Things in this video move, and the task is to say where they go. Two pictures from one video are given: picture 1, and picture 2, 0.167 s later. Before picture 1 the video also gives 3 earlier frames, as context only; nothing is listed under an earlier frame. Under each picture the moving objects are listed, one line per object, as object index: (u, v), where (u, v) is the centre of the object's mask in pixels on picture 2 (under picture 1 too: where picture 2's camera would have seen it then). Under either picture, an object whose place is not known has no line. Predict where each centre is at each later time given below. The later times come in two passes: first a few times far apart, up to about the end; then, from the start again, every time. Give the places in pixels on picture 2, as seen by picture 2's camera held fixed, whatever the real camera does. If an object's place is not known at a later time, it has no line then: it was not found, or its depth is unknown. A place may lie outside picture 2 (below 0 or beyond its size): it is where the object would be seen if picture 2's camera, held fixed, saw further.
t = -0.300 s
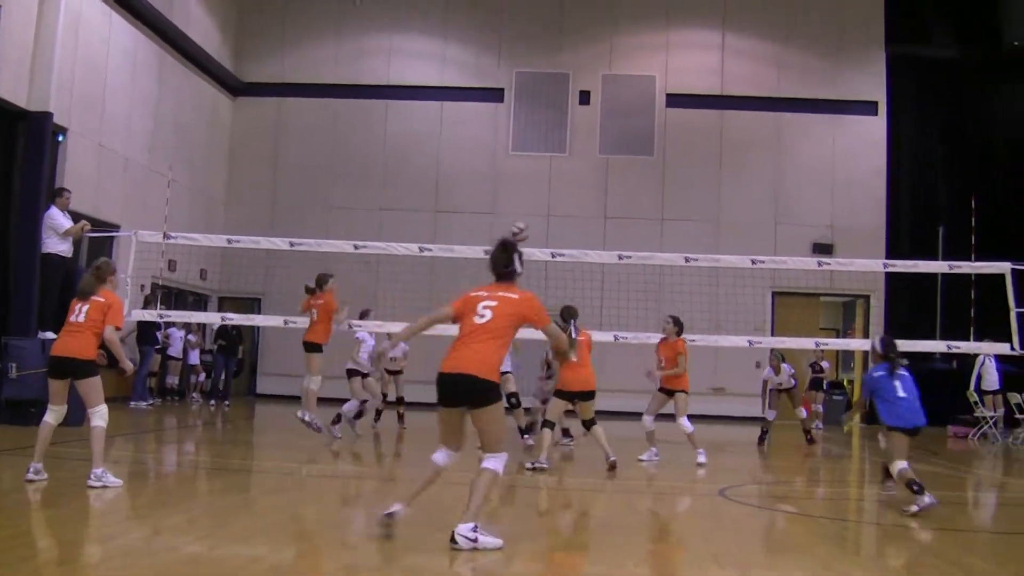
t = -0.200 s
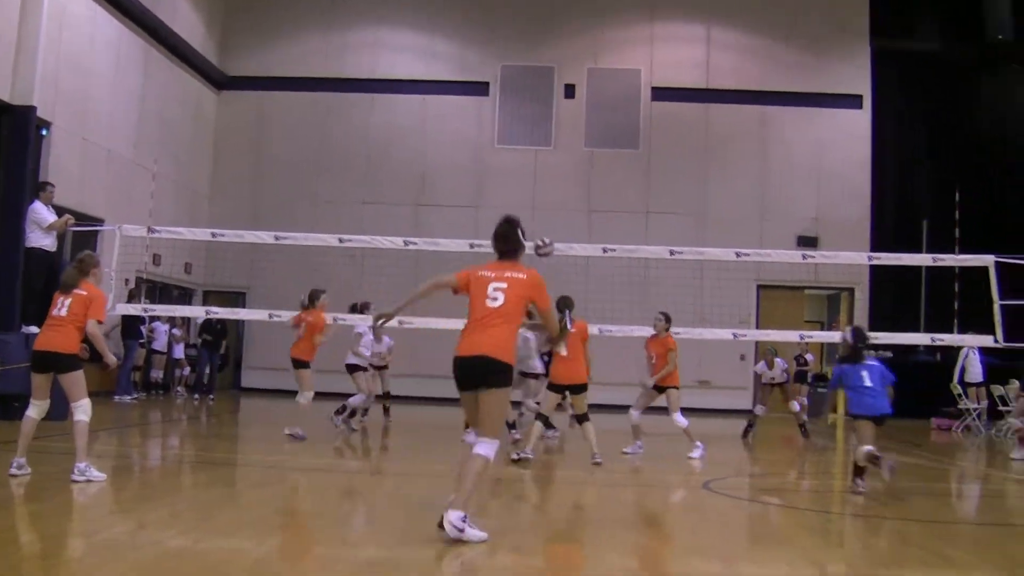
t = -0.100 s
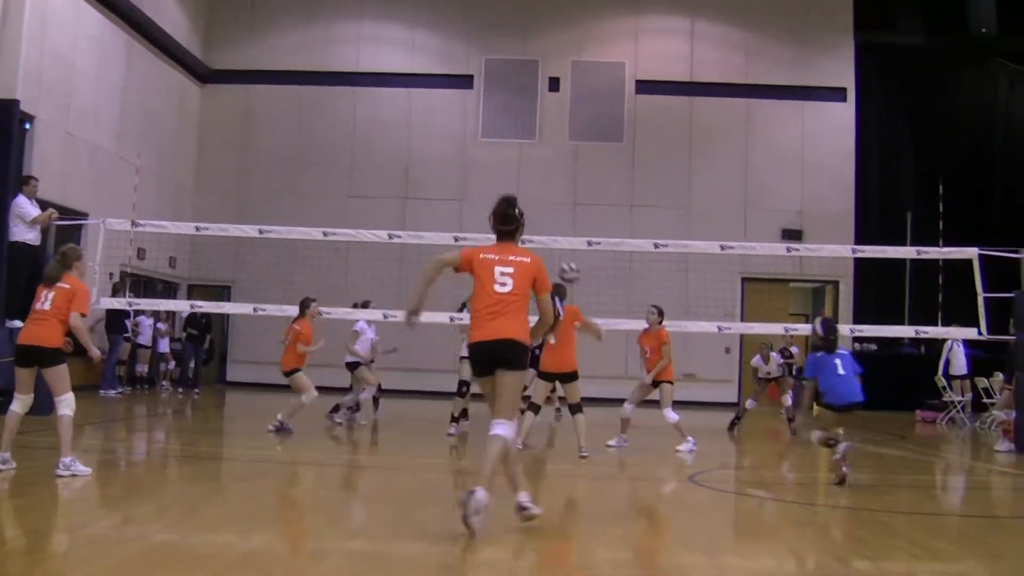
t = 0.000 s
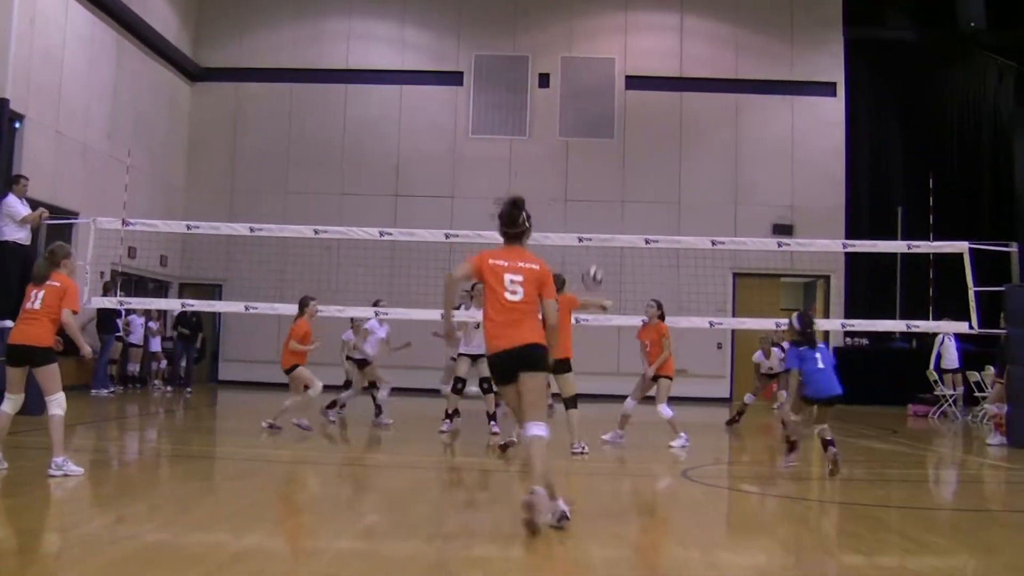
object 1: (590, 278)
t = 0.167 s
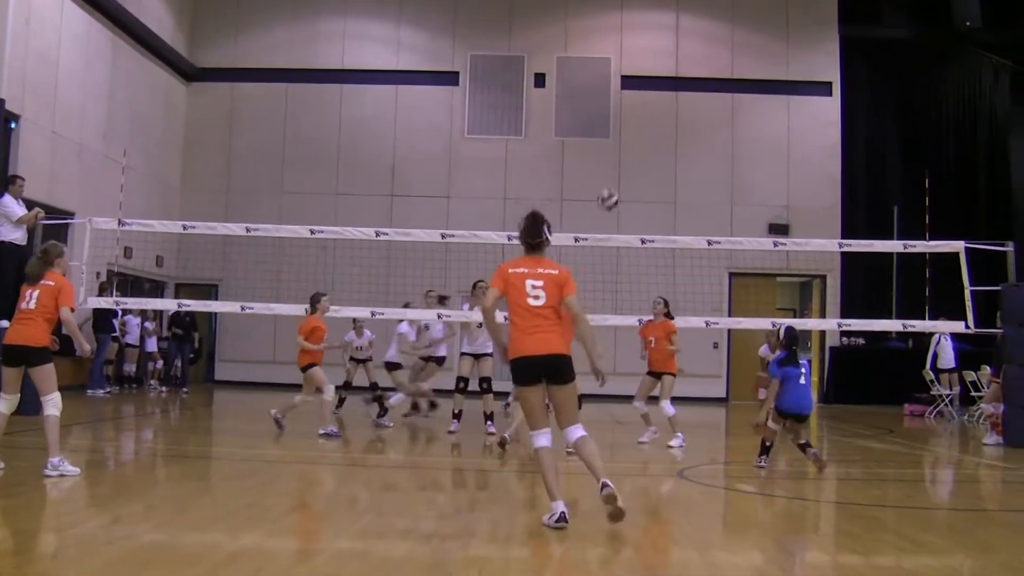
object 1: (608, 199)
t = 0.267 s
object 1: (619, 166)
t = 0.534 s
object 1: (646, 130)
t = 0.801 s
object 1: (672, 165)
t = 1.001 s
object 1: (690, 236)
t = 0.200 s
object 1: (611, 188)
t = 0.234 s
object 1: (616, 176)
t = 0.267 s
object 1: (619, 166)
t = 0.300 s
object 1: (623, 159)
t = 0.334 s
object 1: (626, 151)
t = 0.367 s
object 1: (629, 145)
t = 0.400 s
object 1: (633, 140)
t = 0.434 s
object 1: (636, 136)
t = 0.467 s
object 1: (639, 133)
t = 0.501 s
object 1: (643, 131)
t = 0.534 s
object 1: (646, 130)
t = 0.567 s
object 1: (649, 131)
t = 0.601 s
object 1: (653, 132)
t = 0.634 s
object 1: (656, 135)
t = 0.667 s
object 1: (659, 139)
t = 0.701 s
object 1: (662, 143)
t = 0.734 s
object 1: (665, 149)
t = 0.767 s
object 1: (669, 157)
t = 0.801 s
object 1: (672, 165)
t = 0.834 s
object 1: (674, 174)
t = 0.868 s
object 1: (677, 184)
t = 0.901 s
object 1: (681, 195)
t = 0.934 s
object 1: (684, 208)
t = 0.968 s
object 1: (688, 222)
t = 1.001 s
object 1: (690, 236)
